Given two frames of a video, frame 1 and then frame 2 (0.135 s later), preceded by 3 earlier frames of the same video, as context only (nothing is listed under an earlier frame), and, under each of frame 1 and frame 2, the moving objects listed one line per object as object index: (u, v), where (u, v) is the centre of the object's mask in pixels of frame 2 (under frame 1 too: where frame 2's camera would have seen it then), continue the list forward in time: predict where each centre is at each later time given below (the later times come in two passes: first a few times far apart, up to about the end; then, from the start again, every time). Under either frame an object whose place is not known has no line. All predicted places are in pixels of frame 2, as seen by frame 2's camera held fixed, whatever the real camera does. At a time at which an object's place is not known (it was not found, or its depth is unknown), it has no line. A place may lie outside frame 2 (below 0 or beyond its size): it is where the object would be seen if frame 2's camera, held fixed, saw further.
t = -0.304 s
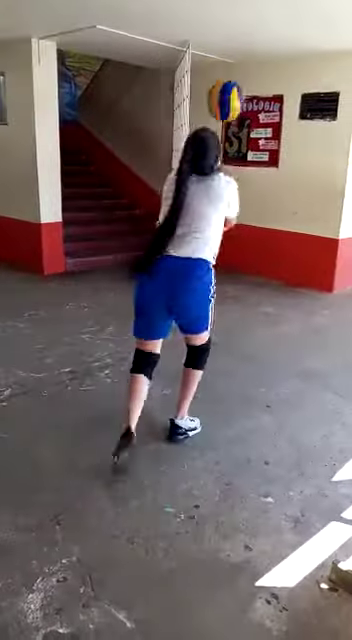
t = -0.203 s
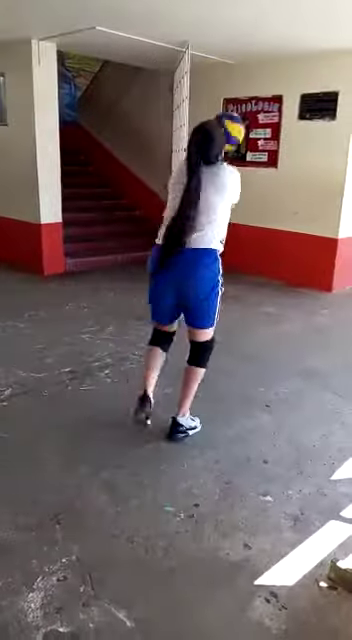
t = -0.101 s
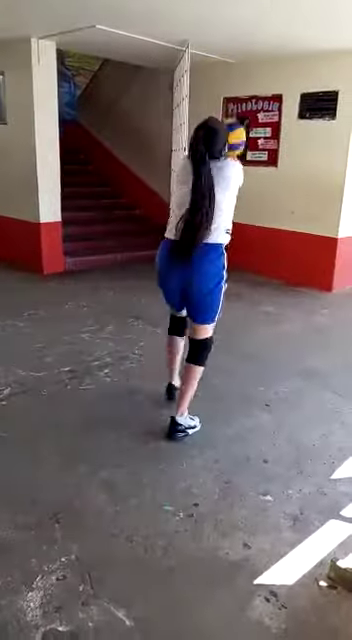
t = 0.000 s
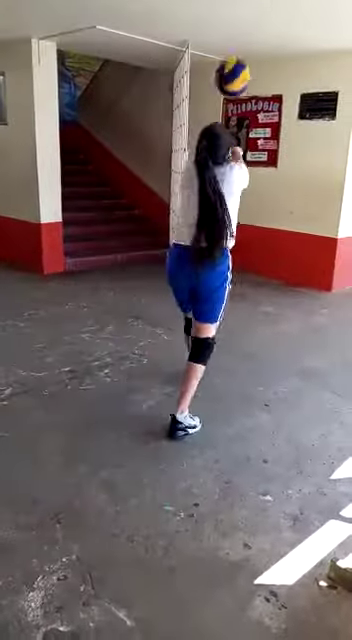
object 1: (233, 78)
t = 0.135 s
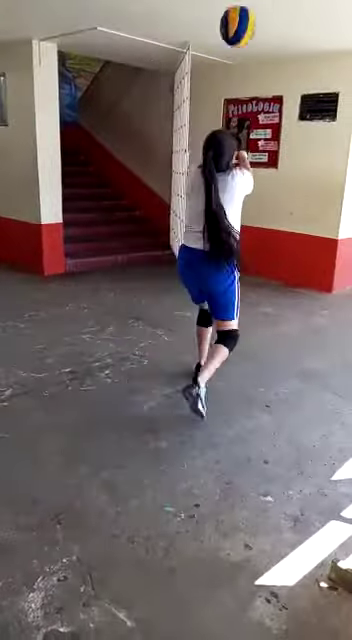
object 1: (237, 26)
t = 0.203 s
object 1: (238, 15)
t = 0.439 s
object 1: (241, 33)
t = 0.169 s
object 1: (238, 18)
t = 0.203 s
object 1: (238, 15)
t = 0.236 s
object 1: (239, 14)
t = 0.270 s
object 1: (239, 13)
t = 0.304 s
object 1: (240, 14)
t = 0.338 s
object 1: (240, 15)
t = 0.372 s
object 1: (241, 18)
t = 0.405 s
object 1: (241, 23)
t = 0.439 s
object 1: (241, 33)
